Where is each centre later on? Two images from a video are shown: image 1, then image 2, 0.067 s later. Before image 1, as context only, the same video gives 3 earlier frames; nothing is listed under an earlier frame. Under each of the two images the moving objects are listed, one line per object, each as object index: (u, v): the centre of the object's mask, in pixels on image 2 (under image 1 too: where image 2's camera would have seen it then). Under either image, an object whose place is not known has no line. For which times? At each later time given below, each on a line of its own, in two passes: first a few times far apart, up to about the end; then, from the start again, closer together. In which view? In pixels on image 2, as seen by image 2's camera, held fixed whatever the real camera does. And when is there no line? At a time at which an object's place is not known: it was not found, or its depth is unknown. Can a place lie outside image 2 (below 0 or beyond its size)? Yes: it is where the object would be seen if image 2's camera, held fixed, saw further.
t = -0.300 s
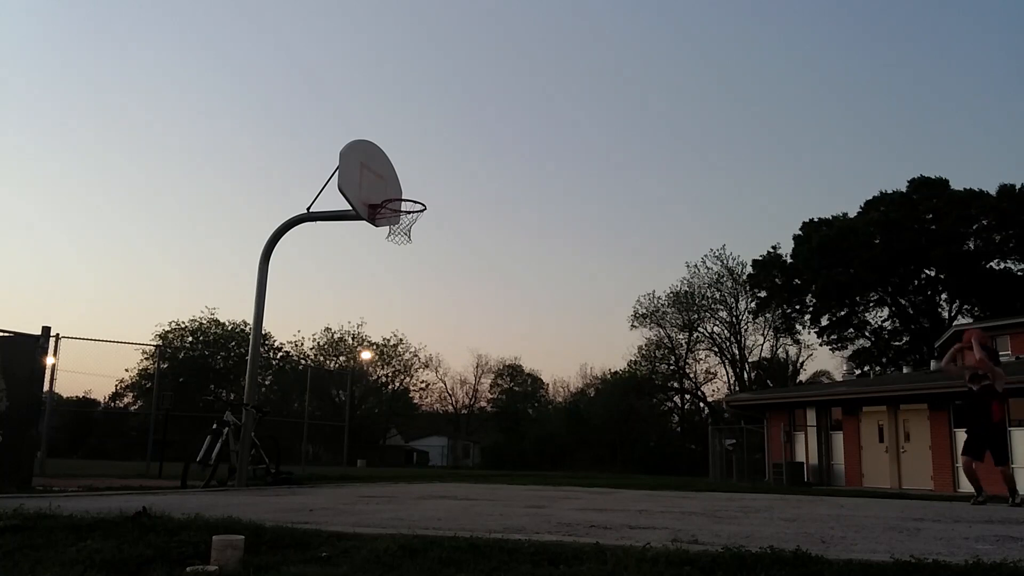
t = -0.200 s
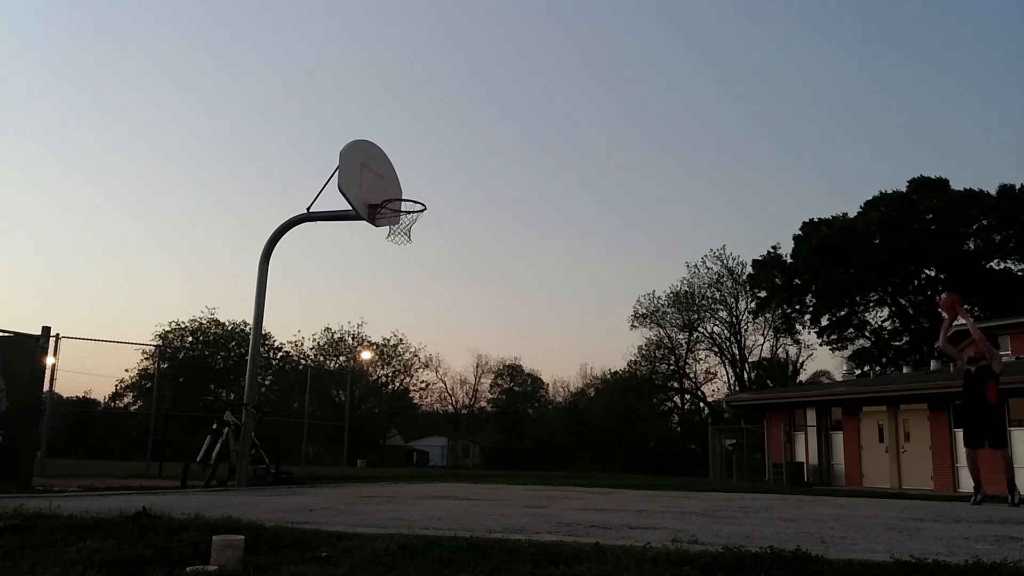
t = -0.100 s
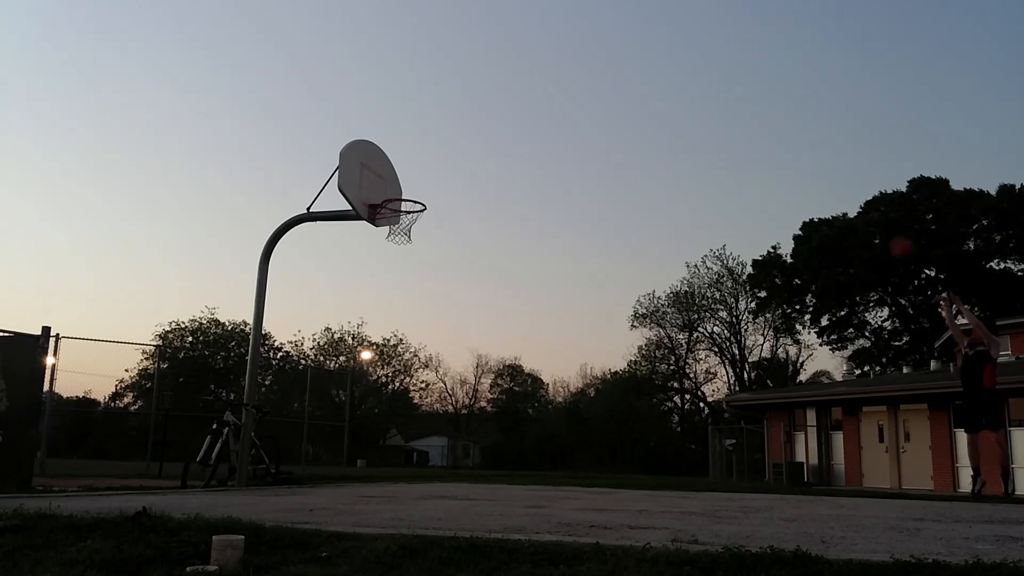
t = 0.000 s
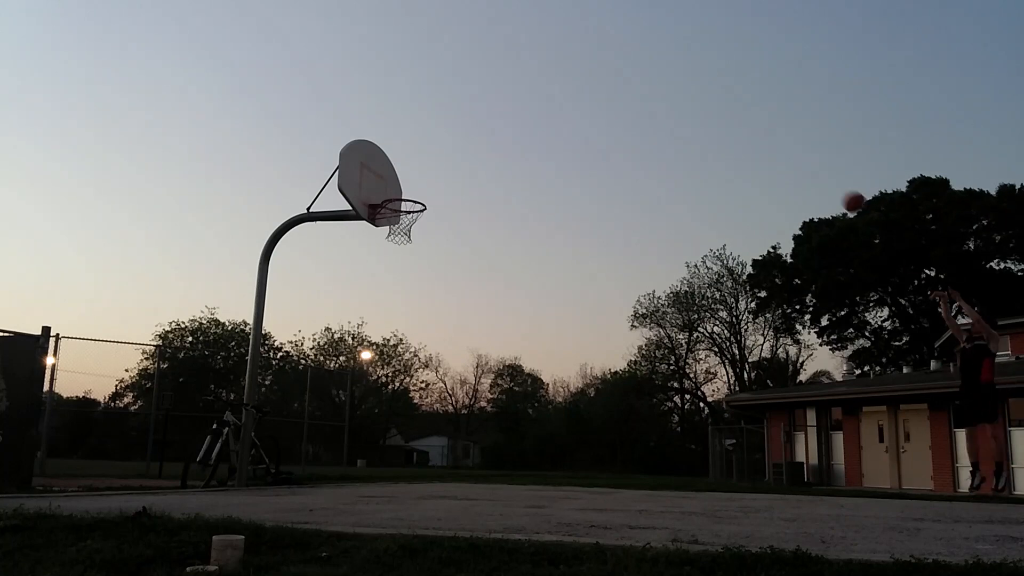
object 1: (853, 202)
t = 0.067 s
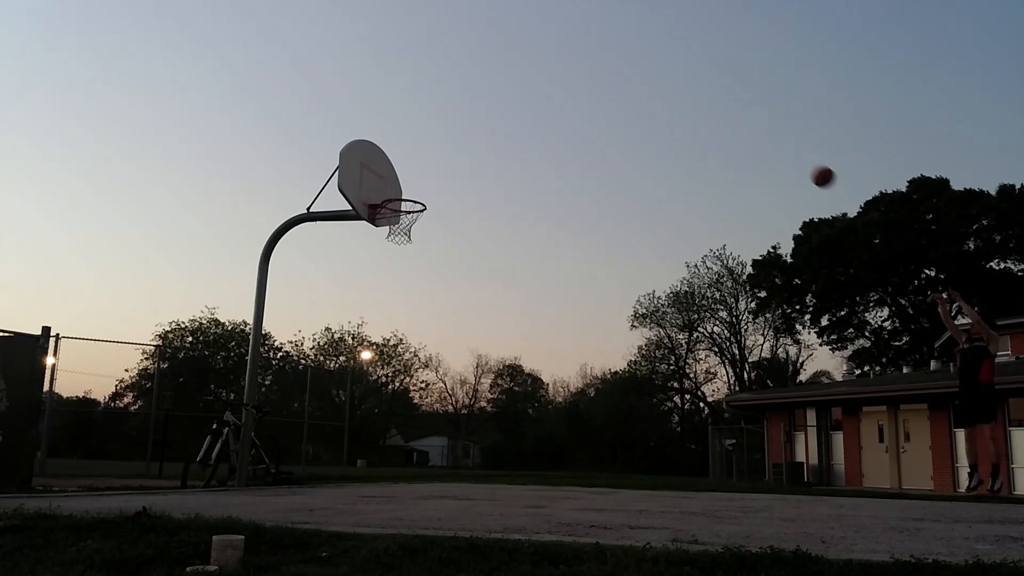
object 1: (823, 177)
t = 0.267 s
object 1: (730, 122)
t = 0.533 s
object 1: (610, 101)
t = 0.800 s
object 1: (486, 139)
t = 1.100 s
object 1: (410, 231)
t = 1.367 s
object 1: (424, 232)
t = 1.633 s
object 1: (432, 295)
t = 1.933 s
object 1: (435, 450)
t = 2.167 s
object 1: (435, 396)
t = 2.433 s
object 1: (430, 330)
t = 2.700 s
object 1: (422, 329)
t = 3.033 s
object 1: (405, 429)
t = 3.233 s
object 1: (397, 440)
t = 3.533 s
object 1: (392, 372)
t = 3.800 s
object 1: (382, 387)
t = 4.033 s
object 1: (369, 465)
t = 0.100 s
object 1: (807, 165)
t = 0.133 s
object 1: (792, 155)
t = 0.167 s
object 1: (776, 145)
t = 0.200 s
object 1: (761, 137)
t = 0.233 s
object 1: (746, 129)
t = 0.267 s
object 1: (730, 122)
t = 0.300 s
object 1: (715, 117)
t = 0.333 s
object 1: (700, 112)
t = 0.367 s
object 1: (685, 108)
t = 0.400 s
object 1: (670, 105)
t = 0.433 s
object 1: (655, 102)
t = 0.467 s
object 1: (640, 101)
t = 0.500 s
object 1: (625, 101)
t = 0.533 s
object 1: (610, 101)
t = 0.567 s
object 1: (595, 103)
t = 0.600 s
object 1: (579, 105)
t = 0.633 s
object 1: (564, 108)
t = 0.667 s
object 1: (549, 112)
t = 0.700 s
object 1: (533, 118)
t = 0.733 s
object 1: (518, 124)
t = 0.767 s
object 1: (502, 131)
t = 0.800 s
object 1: (486, 139)
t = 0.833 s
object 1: (471, 148)
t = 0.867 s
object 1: (455, 158)
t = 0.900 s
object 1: (439, 169)
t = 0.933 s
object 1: (423, 181)
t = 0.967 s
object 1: (406, 194)
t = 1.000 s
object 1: (392, 209)
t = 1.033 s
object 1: (397, 222)
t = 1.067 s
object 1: (404, 231)
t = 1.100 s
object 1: (410, 231)
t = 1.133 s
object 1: (414, 229)
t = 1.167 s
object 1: (416, 227)
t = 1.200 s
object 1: (418, 225)
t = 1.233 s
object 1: (420, 225)
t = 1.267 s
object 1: (421, 225)
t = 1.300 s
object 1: (422, 227)
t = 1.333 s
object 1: (423, 229)
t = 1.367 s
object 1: (424, 232)
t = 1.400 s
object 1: (426, 236)
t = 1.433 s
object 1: (427, 242)
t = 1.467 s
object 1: (428, 248)
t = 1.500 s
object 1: (429, 255)
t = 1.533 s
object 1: (430, 264)
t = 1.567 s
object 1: (431, 273)
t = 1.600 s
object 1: (432, 283)
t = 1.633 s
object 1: (432, 295)
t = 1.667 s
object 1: (433, 308)
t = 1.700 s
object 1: (434, 321)
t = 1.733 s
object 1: (434, 336)
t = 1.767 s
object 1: (434, 352)
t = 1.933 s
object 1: (435, 450)
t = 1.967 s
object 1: (435, 474)
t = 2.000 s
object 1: (435, 471)
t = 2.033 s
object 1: (435, 454)
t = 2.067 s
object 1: (435, 437)
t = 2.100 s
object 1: (435, 423)
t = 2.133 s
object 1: (435, 408)
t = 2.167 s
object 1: (435, 396)
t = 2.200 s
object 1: (435, 385)
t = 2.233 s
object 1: (434, 373)
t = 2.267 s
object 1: (434, 363)
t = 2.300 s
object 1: (433, 355)
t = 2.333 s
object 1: (432, 347)
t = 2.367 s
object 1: (432, 341)
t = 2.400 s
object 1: (431, 335)
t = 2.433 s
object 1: (430, 330)
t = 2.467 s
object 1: (430, 326)
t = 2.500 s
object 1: (429, 323)
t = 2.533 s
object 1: (428, 322)
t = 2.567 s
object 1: (427, 321)
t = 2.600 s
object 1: (426, 322)
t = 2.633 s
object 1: (425, 323)
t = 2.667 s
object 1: (423, 325)
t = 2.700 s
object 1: (422, 329)
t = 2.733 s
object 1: (421, 333)
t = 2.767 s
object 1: (420, 339)
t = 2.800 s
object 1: (418, 346)
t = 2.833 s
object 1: (417, 354)
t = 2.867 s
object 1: (415, 363)
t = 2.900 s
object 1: (413, 374)
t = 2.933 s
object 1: (411, 387)
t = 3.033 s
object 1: (405, 429)
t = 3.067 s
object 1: (402, 446)
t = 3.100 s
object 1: (400, 464)
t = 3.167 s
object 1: (397, 468)
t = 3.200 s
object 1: (397, 455)
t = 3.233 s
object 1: (397, 440)
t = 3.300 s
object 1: (397, 417)
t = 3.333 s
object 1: (396, 407)
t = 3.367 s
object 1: (396, 400)
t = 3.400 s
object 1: (396, 392)
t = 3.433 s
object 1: (395, 385)
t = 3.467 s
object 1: (394, 379)
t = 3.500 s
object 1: (393, 376)
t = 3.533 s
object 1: (392, 372)
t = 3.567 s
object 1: (391, 370)
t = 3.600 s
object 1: (391, 370)
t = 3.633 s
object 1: (389, 370)
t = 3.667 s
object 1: (388, 371)
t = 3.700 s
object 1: (387, 373)
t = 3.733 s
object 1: (386, 376)
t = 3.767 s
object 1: (384, 380)
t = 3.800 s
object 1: (382, 387)
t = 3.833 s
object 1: (380, 393)
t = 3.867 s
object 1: (379, 403)
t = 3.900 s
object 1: (378, 412)
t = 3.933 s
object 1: (375, 423)
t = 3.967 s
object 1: (374, 436)
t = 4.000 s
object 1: (372, 449)
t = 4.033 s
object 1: (369, 465)
